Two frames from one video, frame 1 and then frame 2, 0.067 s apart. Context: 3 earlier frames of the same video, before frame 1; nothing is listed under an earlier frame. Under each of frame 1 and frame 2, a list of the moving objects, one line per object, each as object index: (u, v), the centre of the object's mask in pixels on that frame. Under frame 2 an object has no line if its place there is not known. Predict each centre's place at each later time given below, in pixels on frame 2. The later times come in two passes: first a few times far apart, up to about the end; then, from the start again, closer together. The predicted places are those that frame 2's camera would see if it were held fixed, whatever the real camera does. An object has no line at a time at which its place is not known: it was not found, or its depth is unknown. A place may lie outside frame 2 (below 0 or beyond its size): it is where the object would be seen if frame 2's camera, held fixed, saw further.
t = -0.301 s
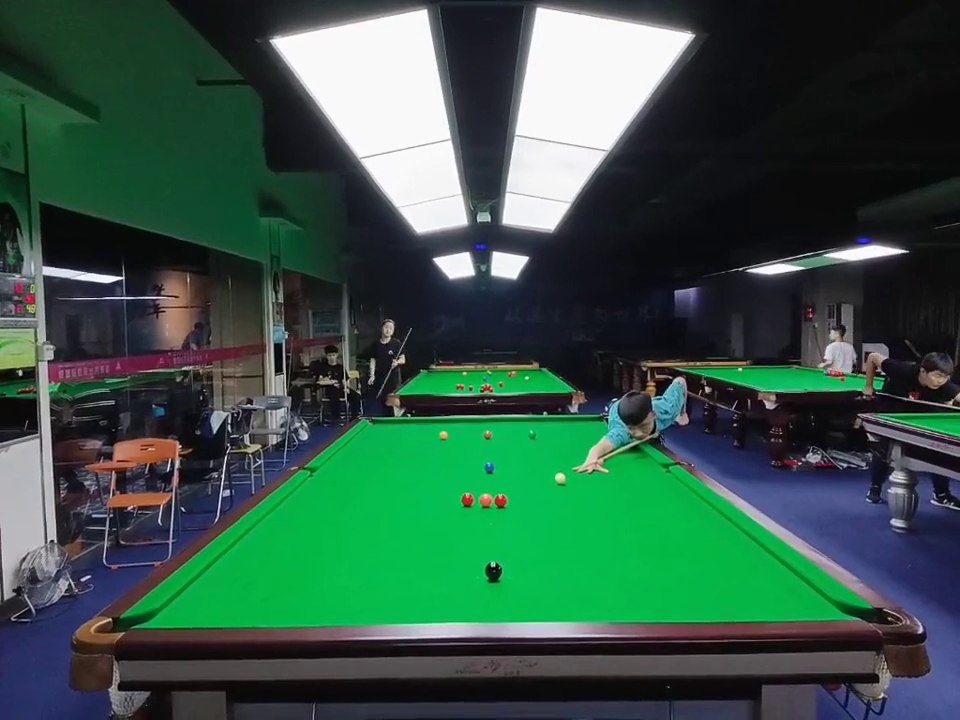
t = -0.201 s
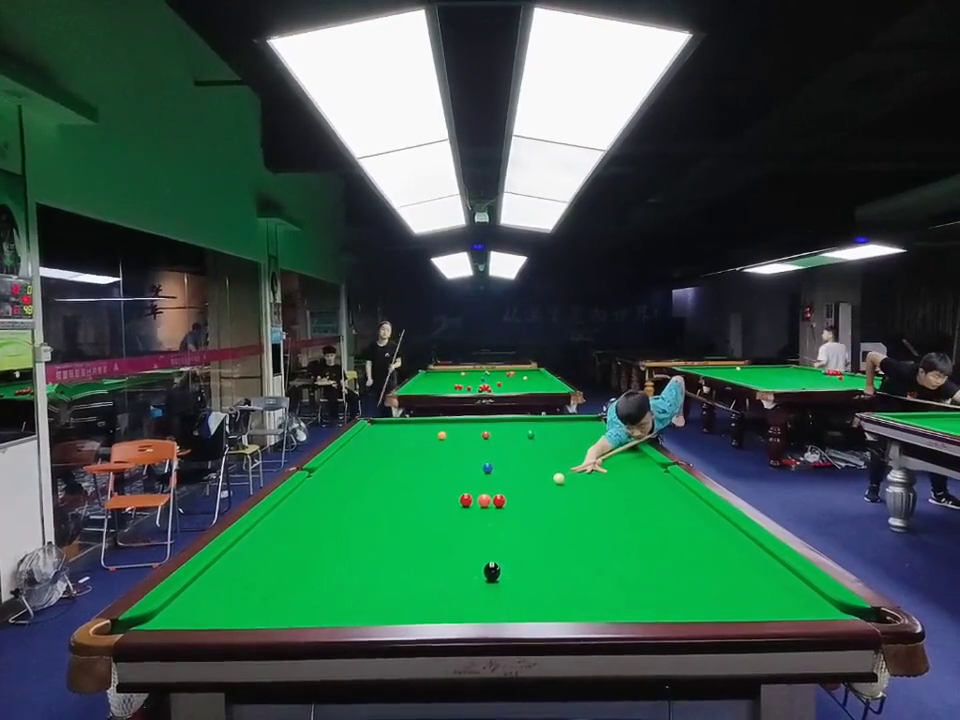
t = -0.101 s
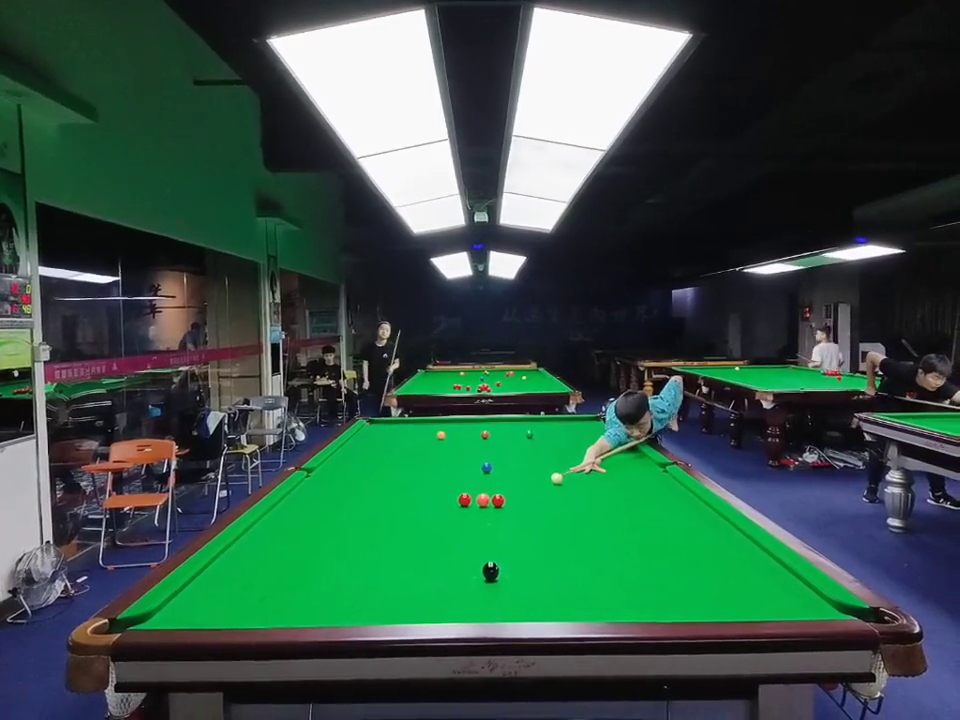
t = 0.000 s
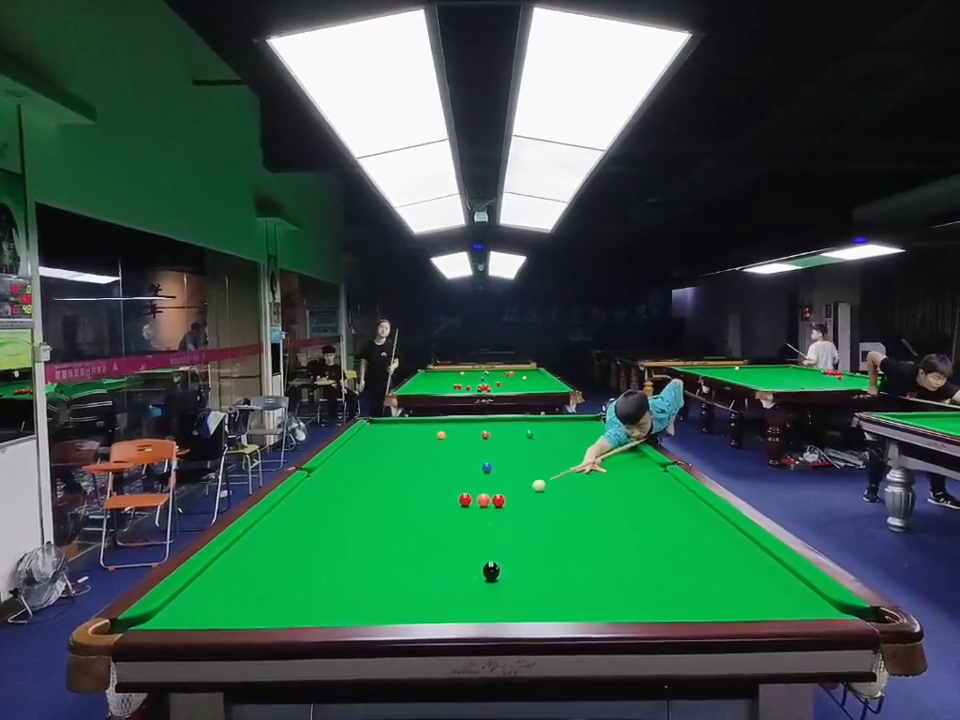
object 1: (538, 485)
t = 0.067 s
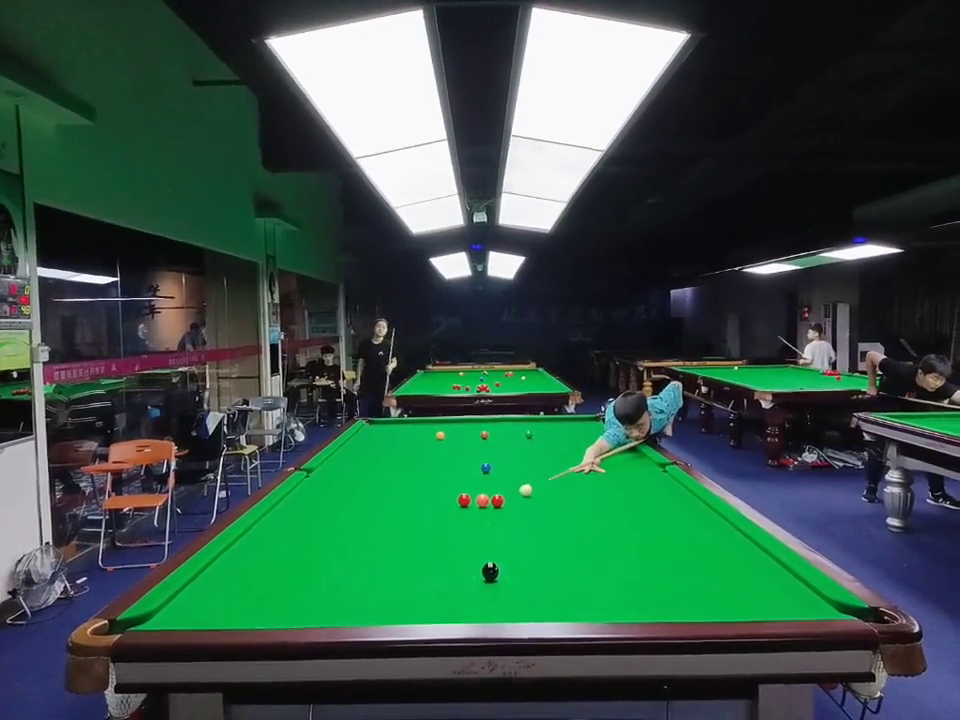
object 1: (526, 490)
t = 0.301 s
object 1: (504, 499)
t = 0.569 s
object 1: (495, 505)
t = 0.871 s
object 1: (483, 511)
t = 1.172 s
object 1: (472, 517)
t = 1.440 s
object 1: (462, 523)
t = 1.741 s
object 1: (452, 528)
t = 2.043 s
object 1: (442, 534)
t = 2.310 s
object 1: (433, 538)
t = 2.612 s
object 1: (424, 543)
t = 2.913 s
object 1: (416, 547)
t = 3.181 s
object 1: (409, 552)
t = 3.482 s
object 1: (403, 555)
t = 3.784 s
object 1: (398, 558)
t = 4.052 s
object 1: (393, 560)
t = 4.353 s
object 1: (389, 562)
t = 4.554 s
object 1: (387, 563)
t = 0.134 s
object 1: (514, 494)
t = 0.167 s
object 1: (508, 497)
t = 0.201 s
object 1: (505, 498)
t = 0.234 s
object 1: (505, 498)
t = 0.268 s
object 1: (505, 499)
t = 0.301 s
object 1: (504, 499)
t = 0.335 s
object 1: (503, 500)
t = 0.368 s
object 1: (502, 501)
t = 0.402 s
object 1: (500, 501)
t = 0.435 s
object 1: (499, 502)
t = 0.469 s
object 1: (498, 502)
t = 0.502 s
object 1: (497, 503)
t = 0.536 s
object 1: (496, 504)
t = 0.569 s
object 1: (495, 505)
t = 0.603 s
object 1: (493, 506)
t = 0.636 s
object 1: (492, 506)
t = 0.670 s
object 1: (491, 507)
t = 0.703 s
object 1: (490, 507)
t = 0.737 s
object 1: (488, 508)
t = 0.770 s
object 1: (487, 509)
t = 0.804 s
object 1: (486, 510)
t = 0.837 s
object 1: (484, 511)
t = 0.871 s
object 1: (483, 511)
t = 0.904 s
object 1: (482, 512)
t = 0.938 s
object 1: (481, 513)
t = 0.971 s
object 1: (479, 513)
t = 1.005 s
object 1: (478, 514)
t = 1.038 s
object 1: (477, 514)
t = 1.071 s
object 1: (476, 515)
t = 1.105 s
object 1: (475, 516)
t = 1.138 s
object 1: (474, 516)
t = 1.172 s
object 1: (472, 517)
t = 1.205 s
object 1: (471, 518)
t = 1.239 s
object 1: (470, 518)
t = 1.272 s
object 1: (468, 519)
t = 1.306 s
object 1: (467, 520)
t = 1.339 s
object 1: (465, 521)
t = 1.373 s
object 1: (464, 521)
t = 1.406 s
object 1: (463, 522)
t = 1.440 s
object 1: (462, 523)
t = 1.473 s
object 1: (461, 523)
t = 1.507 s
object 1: (459, 524)
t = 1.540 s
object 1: (458, 525)
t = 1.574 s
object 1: (457, 525)
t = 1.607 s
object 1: (456, 525)
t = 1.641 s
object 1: (455, 526)
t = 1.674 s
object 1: (454, 527)
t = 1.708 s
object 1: (453, 528)
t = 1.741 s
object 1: (452, 528)
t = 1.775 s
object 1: (451, 529)
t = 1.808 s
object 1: (449, 530)
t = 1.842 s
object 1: (448, 530)
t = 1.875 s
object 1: (447, 531)
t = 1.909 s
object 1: (446, 531)
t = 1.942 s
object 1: (445, 532)
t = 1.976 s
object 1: (444, 533)
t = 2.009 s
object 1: (442, 533)
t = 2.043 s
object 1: (442, 534)
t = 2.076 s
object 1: (441, 534)
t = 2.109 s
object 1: (439, 535)
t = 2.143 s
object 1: (438, 536)
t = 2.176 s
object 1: (437, 536)
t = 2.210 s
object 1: (436, 537)
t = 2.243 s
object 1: (435, 537)
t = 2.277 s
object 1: (434, 538)
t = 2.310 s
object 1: (433, 538)
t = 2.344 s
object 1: (432, 539)
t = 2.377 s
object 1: (431, 540)
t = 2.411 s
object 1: (430, 540)
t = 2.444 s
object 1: (429, 541)
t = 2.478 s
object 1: (428, 541)
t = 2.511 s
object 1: (427, 542)
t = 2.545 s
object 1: (426, 542)
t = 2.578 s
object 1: (425, 543)
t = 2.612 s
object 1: (424, 543)
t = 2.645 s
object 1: (423, 544)
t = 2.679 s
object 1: (422, 544)
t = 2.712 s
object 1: (421, 544)
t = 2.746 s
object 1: (420, 545)
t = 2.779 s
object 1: (419, 546)
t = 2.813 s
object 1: (419, 546)
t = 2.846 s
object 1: (418, 547)
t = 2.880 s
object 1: (417, 547)
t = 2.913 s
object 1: (416, 547)
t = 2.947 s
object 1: (415, 548)
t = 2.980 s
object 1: (414, 549)
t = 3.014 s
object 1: (413, 549)
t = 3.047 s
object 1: (412, 549)
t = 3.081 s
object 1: (412, 550)
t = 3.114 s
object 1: (411, 550)
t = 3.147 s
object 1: (410, 551)
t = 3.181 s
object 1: (409, 552)
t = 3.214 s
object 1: (408, 552)
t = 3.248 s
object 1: (408, 552)
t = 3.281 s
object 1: (407, 552)
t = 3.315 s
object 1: (406, 552)
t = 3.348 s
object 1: (405, 553)
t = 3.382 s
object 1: (405, 553)
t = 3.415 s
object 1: (404, 553)
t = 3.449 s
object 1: (403, 554)
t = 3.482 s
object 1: (403, 555)
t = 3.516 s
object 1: (402, 555)
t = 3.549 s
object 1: (402, 555)
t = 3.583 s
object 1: (401, 556)
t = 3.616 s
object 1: (400, 556)
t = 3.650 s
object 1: (400, 556)
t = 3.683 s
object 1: (399, 557)
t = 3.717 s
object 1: (399, 557)
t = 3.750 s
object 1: (398, 558)
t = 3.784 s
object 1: (398, 558)
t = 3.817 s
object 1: (397, 558)
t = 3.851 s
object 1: (397, 559)
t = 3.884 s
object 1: (396, 559)
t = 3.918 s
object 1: (395, 559)
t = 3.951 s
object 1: (395, 559)
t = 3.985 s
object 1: (394, 559)
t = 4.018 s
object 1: (394, 560)
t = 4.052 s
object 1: (393, 560)
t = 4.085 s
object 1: (393, 560)
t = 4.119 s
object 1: (392, 560)
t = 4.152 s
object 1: (392, 561)
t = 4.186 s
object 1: (391, 561)
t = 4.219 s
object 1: (391, 561)
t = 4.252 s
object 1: (390, 561)
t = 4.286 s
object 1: (390, 562)
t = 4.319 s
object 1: (389, 562)
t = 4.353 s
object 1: (389, 562)
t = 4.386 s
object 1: (389, 562)
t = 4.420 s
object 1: (388, 562)
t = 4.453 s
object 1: (389, 562)
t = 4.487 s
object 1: (388, 562)
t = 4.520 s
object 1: (388, 562)
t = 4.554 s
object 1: (387, 563)
